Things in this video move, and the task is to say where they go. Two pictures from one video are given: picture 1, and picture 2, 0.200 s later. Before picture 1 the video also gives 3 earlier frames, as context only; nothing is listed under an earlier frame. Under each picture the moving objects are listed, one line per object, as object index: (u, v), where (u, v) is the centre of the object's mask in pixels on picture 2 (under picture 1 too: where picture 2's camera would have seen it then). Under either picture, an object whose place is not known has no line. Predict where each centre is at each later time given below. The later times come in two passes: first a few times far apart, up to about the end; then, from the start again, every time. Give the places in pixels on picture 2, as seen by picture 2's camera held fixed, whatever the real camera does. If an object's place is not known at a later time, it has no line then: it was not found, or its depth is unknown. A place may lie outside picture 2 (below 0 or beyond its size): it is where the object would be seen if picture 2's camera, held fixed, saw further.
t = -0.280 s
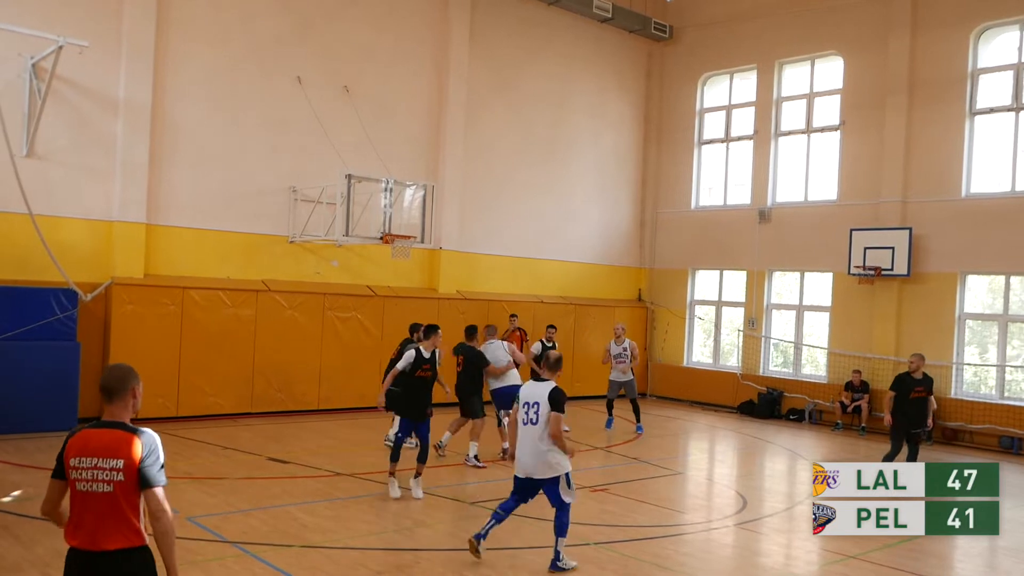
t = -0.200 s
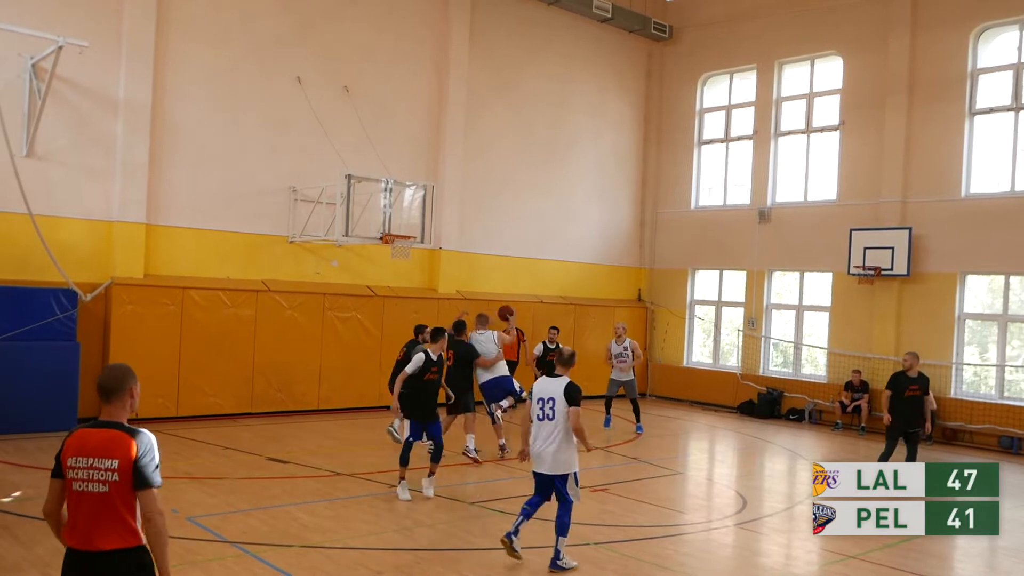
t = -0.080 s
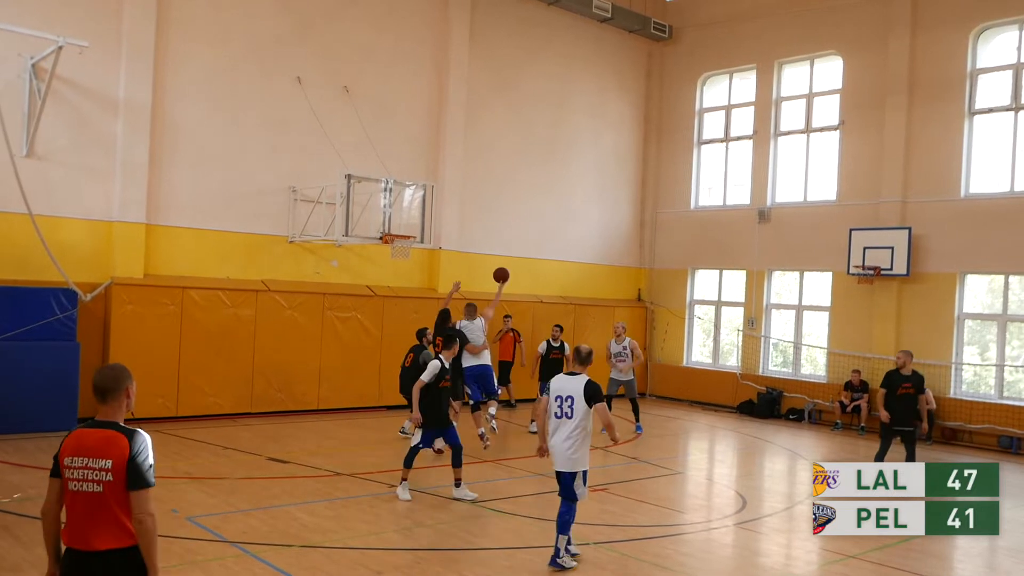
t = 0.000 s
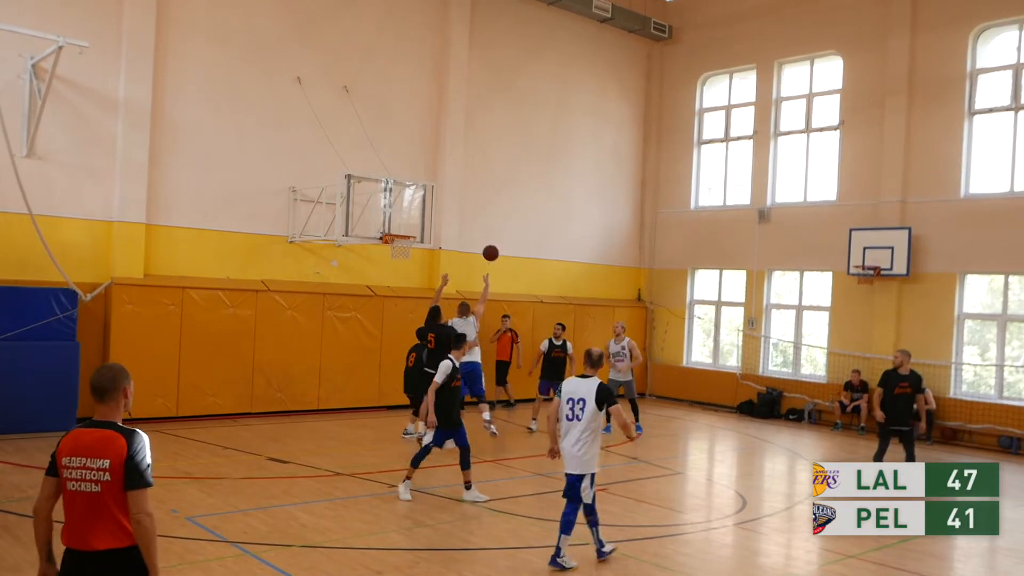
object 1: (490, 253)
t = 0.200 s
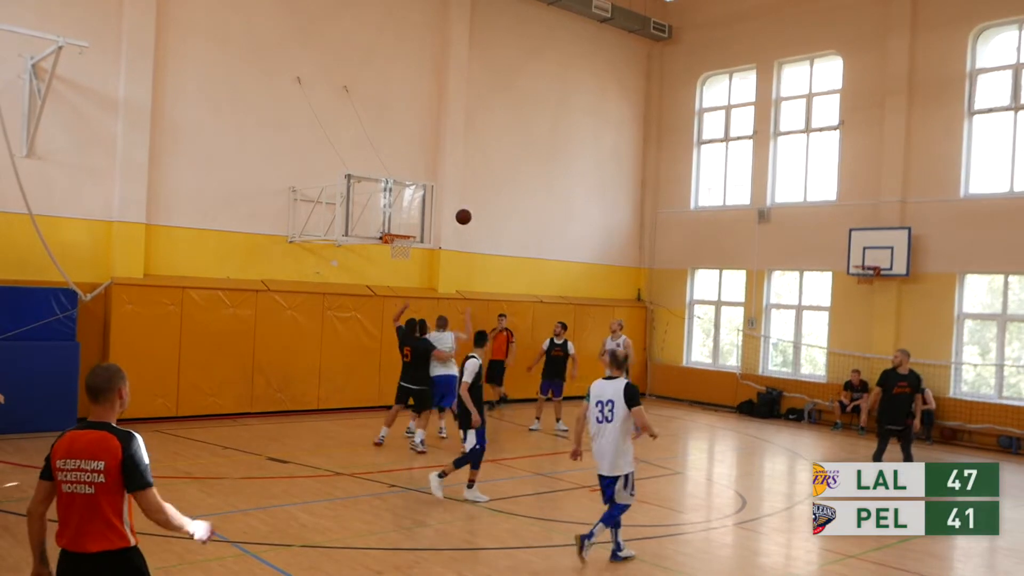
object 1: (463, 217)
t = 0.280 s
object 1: (452, 209)
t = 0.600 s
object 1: (408, 224)
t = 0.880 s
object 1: (400, 242)
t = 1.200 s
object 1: (407, 281)
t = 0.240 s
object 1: (458, 213)
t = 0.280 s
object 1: (452, 209)
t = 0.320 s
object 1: (447, 208)
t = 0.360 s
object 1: (441, 207)
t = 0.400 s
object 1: (436, 207)
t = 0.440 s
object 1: (431, 209)
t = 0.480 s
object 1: (425, 211)
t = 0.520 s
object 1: (420, 214)
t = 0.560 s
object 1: (414, 218)
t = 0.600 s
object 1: (408, 224)
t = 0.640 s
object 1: (404, 228)
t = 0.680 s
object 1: (402, 229)
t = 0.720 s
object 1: (401, 230)
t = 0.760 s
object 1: (399, 231)
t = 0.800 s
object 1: (398, 239)
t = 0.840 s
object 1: (399, 243)
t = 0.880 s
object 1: (400, 242)
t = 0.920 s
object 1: (400, 245)
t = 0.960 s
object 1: (401, 248)
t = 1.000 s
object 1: (403, 252)
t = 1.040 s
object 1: (404, 256)
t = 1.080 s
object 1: (404, 261)
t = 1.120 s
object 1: (405, 267)
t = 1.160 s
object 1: (406, 273)
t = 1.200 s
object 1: (407, 281)
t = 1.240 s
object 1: (407, 290)
